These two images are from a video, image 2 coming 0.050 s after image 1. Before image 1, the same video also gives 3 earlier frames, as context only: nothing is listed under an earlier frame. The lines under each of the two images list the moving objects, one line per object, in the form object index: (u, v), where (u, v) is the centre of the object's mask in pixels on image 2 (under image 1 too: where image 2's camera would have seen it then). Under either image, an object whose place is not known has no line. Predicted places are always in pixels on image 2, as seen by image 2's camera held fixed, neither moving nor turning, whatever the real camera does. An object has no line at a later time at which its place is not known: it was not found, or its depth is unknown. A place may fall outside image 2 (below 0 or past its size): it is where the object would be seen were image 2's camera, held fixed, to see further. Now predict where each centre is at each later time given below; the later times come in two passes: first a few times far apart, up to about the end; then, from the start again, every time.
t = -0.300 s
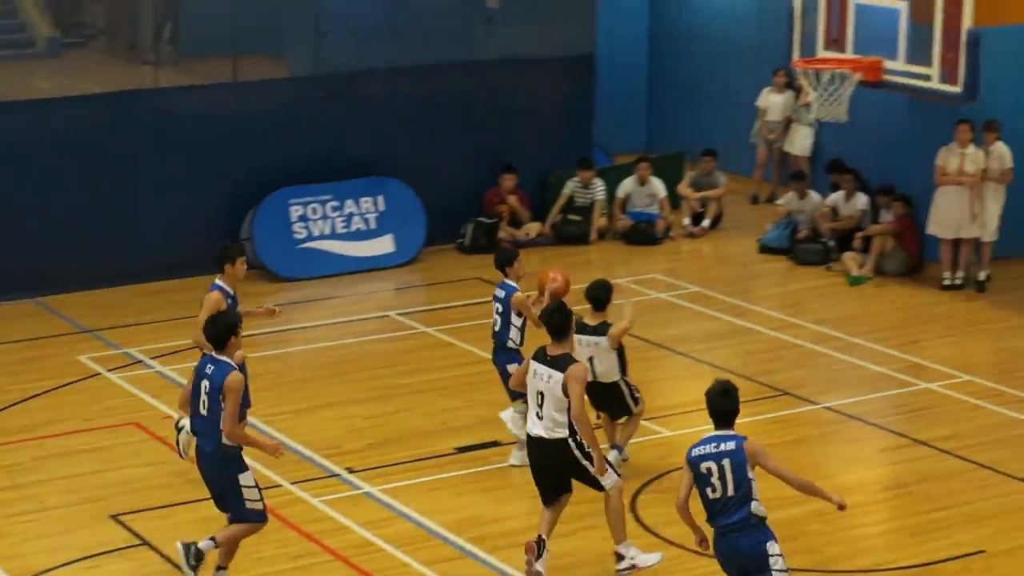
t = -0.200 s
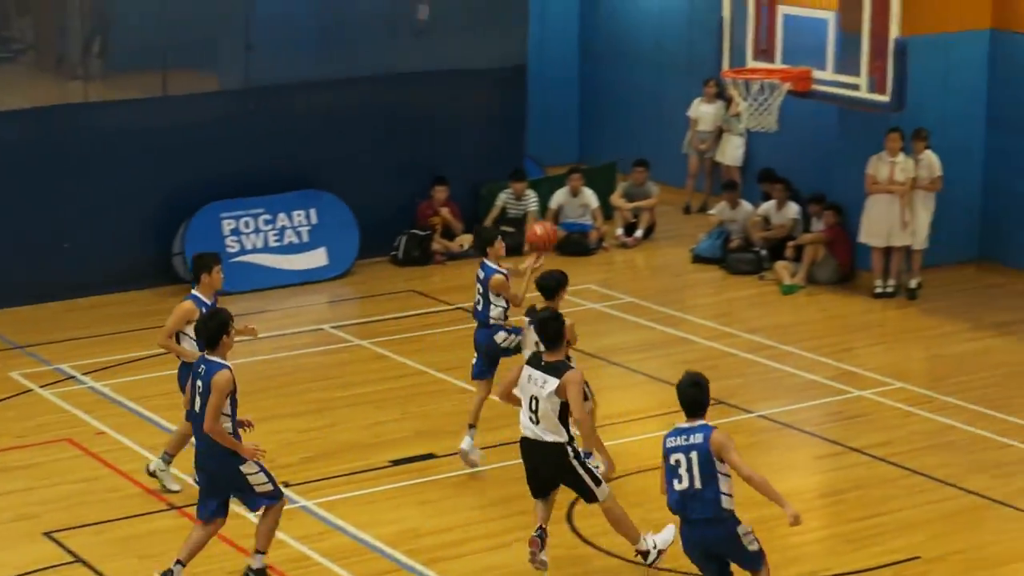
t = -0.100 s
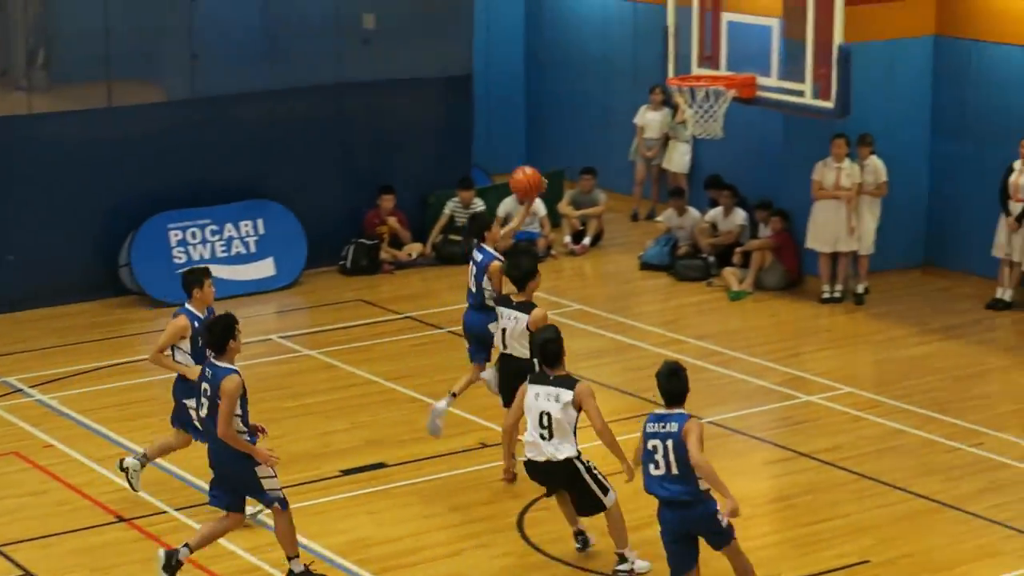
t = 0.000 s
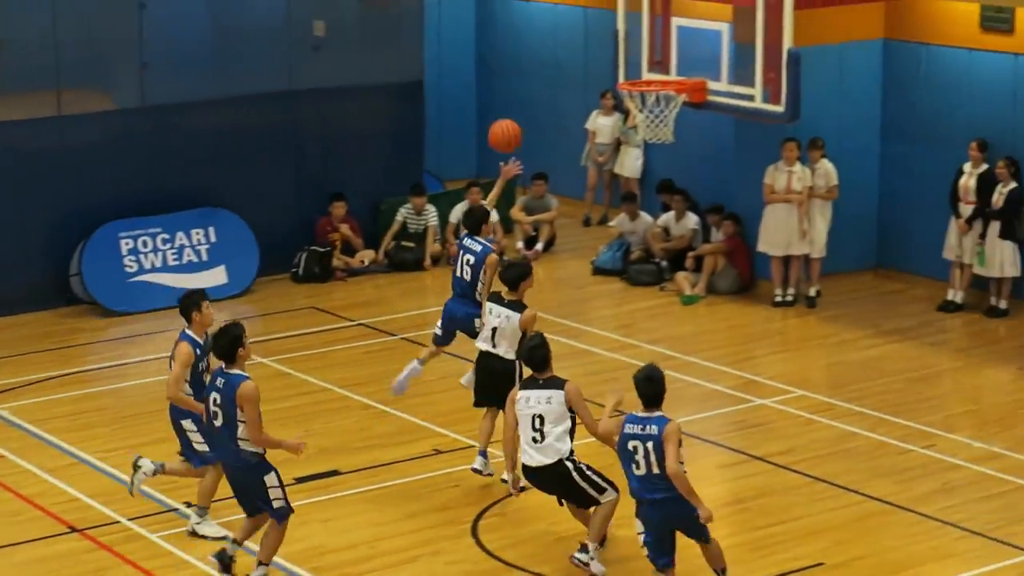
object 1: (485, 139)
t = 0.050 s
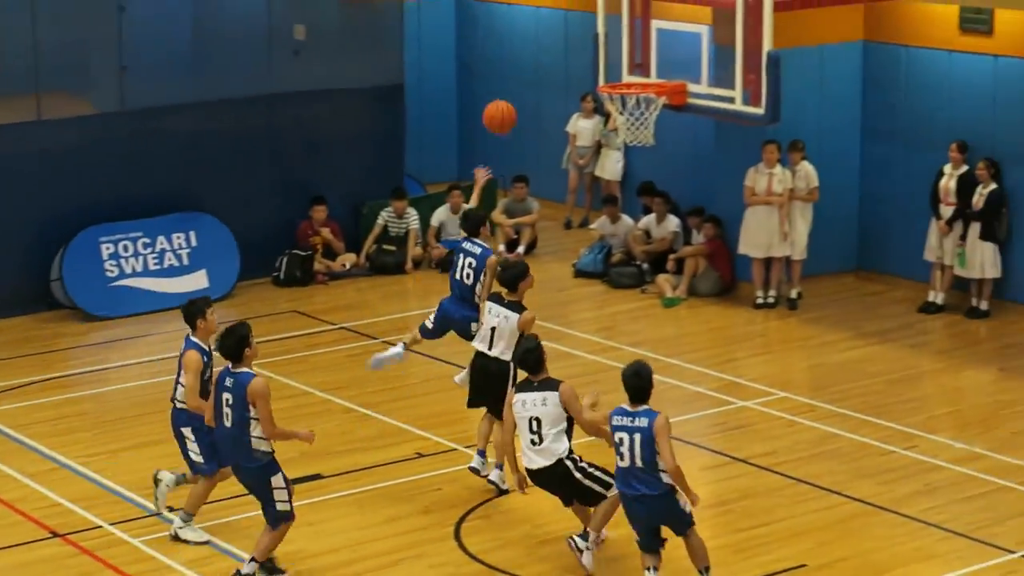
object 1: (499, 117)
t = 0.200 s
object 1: (541, 71)
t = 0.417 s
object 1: (605, 58)
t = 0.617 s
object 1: (652, 61)
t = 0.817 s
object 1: (682, 77)
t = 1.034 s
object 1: (683, 133)
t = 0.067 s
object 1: (504, 110)
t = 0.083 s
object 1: (508, 104)
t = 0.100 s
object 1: (513, 98)
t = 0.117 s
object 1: (518, 93)
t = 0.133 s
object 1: (522, 88)
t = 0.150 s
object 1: (527, 83)
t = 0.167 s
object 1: (531, 78)
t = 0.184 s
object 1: (536, 74)
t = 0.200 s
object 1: (541, 71)
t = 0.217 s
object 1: (545, 67)
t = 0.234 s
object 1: (550, 64)
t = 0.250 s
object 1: (555, 61)
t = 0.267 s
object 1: (560, 59)
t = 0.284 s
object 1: (565, 57)
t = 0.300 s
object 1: (570, 56)
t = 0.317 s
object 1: (575, 56)
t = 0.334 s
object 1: (580, 55)
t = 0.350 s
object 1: (585, 54)
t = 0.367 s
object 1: (590, 54)
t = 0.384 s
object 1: (595, 55)
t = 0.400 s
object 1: (600, 56)
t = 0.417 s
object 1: (605, 58)
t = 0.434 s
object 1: (611, 59)
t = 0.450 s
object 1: (616, 62)
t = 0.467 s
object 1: (622, 65)
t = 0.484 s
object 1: (626, 68)
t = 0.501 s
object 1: (632, 71)
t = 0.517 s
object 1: (637, 73)
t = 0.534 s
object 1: (639, 71)
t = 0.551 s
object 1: (642, 67)
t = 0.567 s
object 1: (644, 66)
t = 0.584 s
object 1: (646, 63)
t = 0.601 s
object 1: (650, 61)
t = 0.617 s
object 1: (652, 61)
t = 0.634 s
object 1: (654, 60)
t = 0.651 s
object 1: (656, 59)
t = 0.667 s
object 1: (659, 59)
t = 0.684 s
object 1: (661, 60)
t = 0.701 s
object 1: (664, 61)
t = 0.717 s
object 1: (667, 61)
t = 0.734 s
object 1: (670, 63)
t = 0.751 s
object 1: (672, 65)
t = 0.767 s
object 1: (674, 68)
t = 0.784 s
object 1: (676, 70)
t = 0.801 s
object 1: (679, 73)
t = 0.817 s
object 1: (682, 77)
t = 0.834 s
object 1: (685, 80)
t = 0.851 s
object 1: (688, 85)
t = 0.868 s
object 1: (690, 90)
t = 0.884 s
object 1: (692, 96)
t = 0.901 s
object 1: (695, 102)
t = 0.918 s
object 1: (697, 108)
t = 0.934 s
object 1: (695, 110)
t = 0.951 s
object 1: (694, 114)
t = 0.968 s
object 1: (692, 117)
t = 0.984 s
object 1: (690, 119)
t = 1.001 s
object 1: (687, 124)
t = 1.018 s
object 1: (685, 128)
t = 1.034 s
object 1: (683, 133)
